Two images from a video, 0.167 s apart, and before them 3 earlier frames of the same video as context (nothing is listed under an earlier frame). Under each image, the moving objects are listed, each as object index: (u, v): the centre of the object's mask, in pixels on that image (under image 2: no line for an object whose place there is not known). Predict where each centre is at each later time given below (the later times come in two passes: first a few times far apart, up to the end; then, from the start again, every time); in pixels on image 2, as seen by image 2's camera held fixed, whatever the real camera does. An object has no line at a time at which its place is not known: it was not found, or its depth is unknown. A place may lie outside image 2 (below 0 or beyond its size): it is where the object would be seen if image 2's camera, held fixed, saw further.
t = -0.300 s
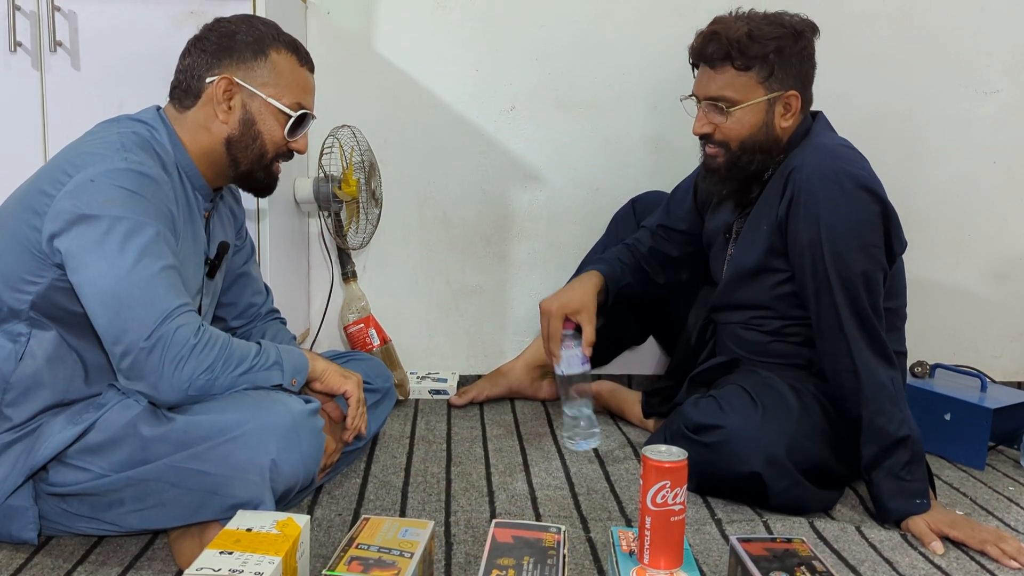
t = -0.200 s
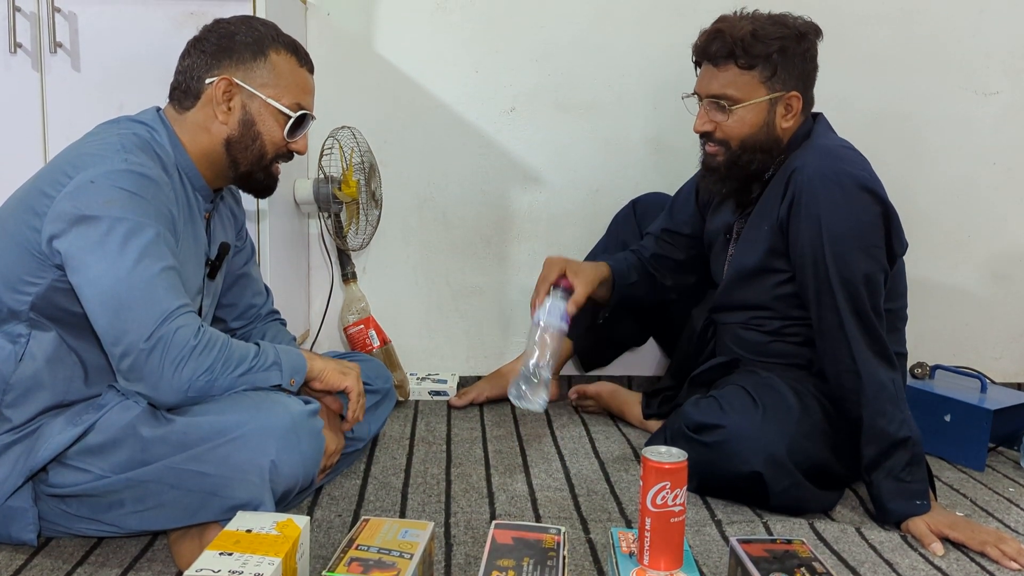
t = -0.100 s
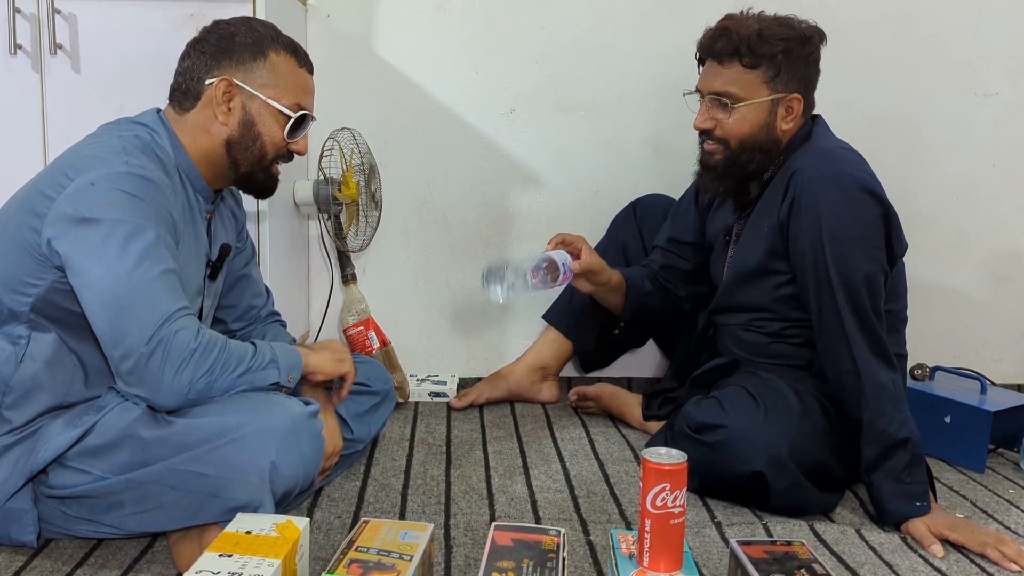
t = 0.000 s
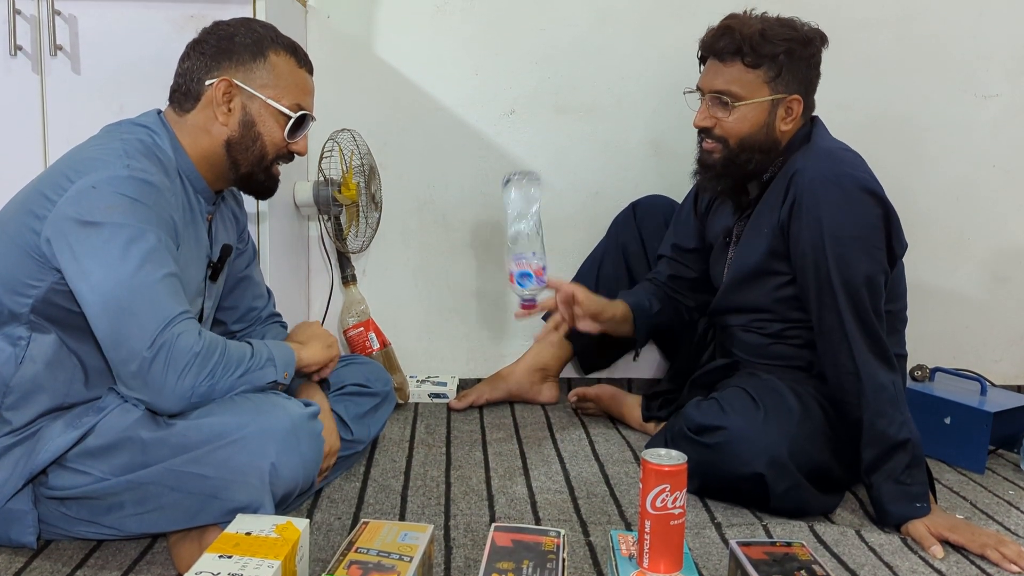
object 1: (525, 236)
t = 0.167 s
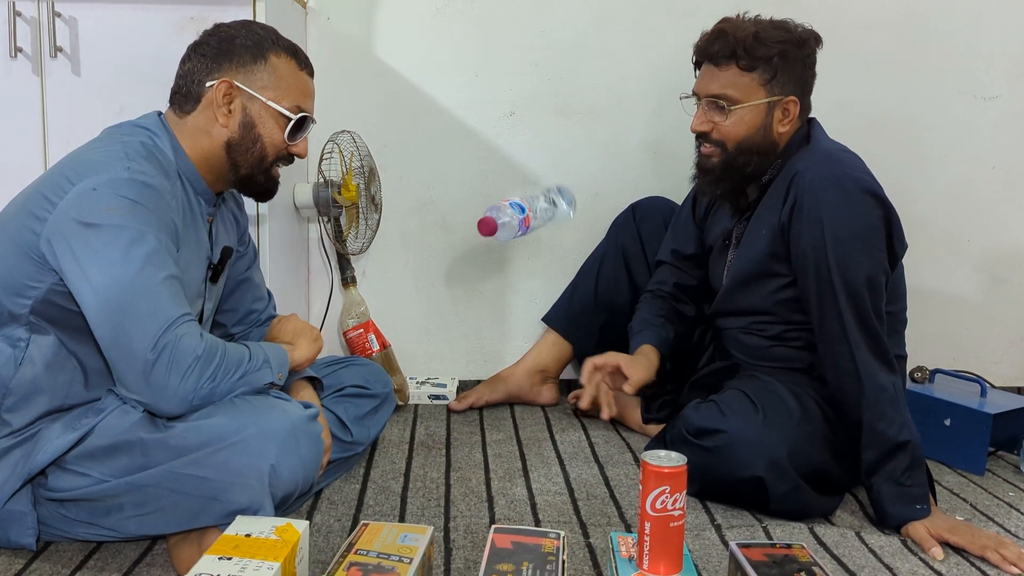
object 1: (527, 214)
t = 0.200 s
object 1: (532, 227)
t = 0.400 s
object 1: (552, 433)
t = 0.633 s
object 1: (573, 470)
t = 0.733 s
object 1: (576, 470)
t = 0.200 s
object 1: (532, 227)
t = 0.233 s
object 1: (536, 250)
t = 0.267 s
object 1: (544, 283)
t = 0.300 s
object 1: (548, 320)
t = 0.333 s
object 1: (550, 363)
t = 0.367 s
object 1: (553, 410)
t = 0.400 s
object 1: (552, 433)
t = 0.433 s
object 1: (551, 455)
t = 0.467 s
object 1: (554, 465)
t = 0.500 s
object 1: (558, 467)
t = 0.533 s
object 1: (562, 468)
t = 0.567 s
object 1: (565, 469)
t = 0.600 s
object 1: (569, 469)
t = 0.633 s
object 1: (573, 470)
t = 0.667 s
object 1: (575, 470)
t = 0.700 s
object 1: (576, 470)
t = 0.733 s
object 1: (576, 470)
